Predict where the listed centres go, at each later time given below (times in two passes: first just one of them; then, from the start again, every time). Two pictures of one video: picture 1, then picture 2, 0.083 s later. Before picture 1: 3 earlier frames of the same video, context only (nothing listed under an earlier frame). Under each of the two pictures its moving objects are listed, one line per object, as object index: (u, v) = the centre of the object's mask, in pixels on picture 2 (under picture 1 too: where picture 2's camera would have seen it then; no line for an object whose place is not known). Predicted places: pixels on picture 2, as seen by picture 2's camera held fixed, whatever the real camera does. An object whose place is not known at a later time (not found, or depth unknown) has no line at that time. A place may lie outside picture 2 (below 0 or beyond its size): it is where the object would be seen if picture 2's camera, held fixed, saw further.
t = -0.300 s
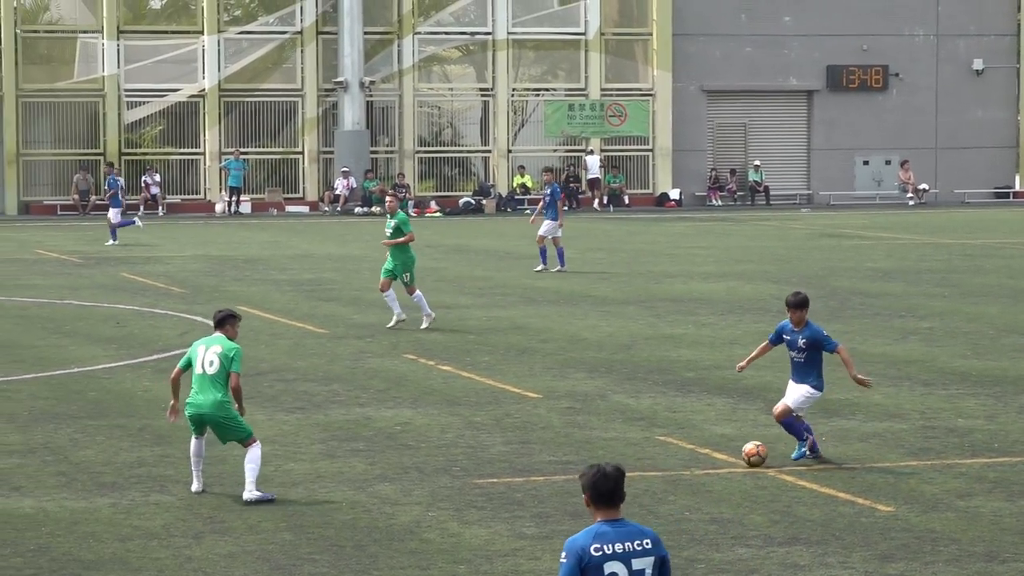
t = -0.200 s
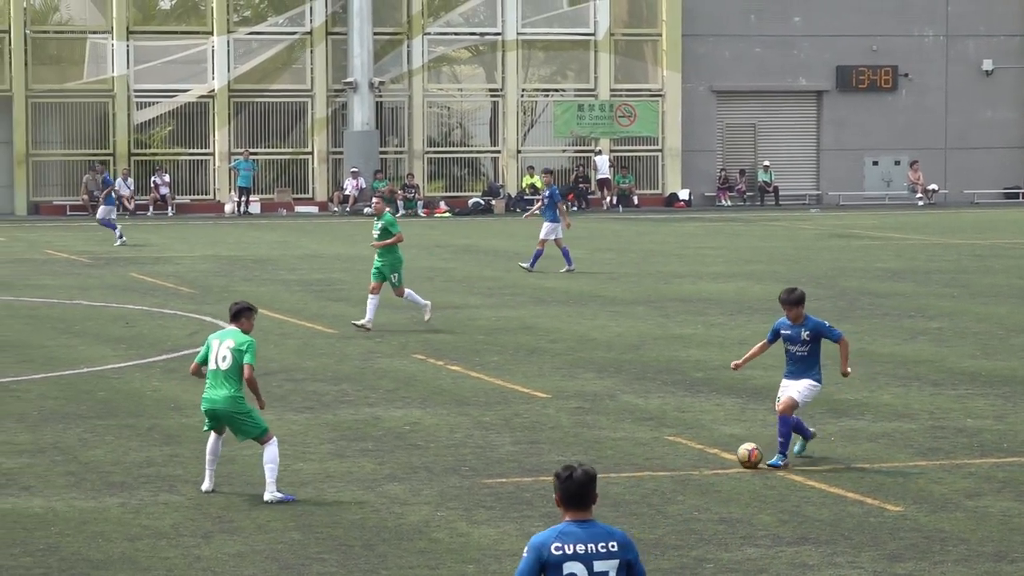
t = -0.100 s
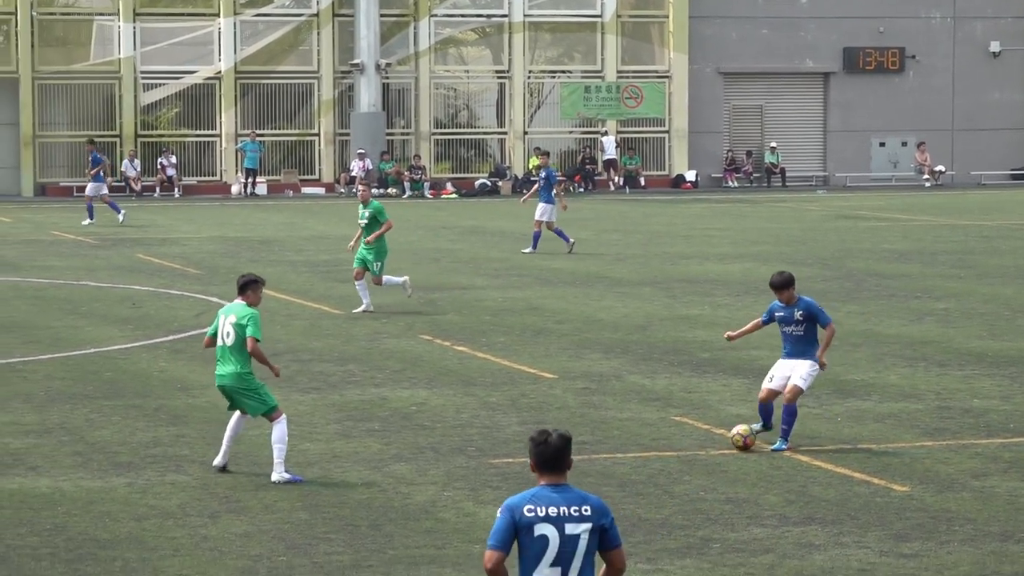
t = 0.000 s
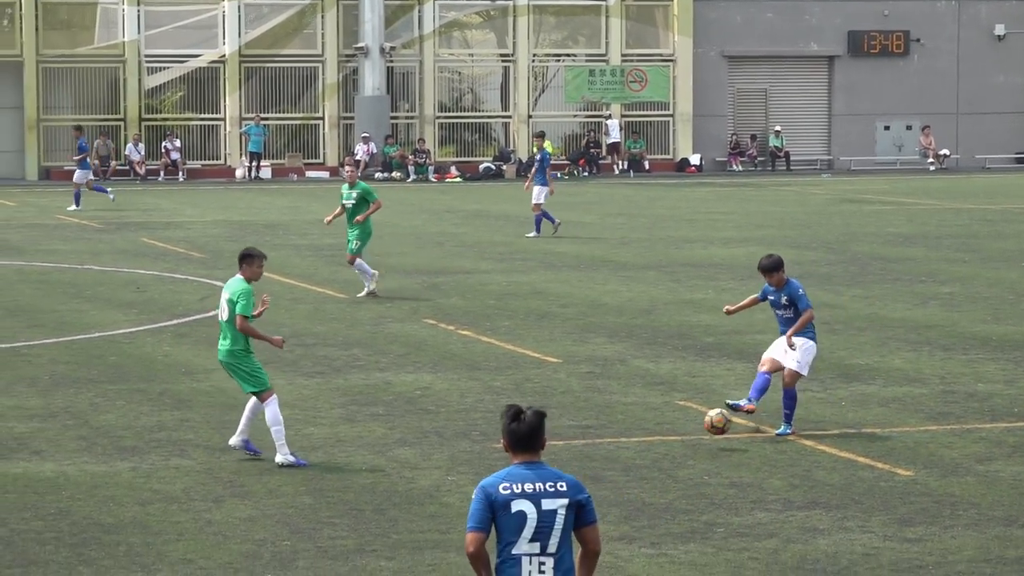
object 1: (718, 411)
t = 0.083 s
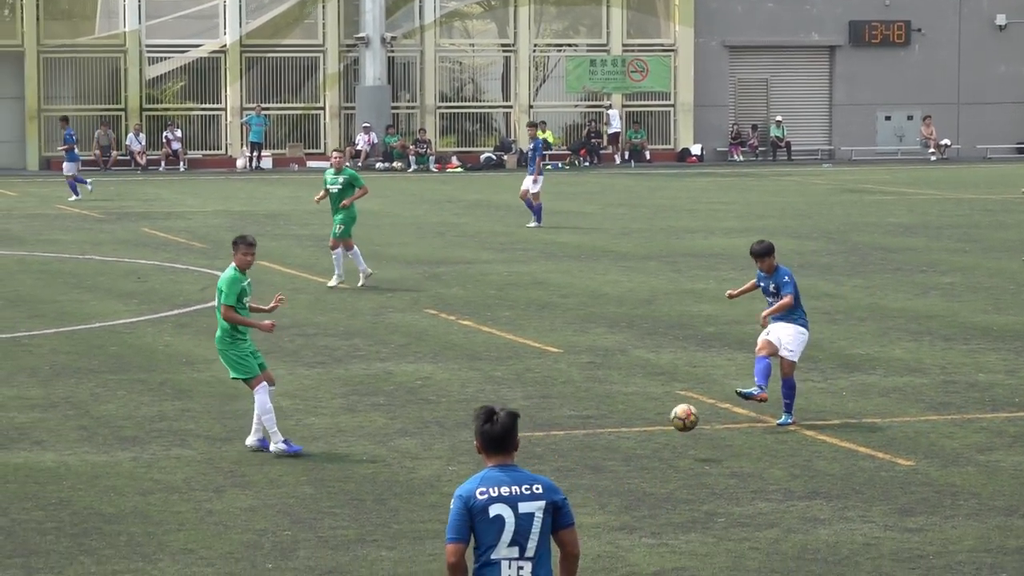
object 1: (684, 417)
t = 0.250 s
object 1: (612, 465)
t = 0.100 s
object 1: (677, 420)
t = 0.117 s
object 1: (670, 423)
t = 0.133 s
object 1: (663, 426)
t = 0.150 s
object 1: (656, 430)
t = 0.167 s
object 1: (649, 435)
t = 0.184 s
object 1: (641, 440)
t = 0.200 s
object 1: (634, 445)
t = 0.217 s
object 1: (627, 451)
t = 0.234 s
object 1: (619, 458)
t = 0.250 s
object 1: (612, 465)
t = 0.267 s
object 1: (604, 472)
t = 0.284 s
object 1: (597, 480)
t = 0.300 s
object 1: (589, 489)
